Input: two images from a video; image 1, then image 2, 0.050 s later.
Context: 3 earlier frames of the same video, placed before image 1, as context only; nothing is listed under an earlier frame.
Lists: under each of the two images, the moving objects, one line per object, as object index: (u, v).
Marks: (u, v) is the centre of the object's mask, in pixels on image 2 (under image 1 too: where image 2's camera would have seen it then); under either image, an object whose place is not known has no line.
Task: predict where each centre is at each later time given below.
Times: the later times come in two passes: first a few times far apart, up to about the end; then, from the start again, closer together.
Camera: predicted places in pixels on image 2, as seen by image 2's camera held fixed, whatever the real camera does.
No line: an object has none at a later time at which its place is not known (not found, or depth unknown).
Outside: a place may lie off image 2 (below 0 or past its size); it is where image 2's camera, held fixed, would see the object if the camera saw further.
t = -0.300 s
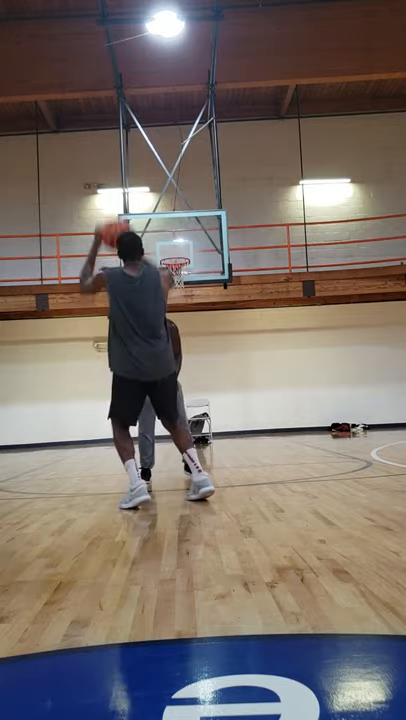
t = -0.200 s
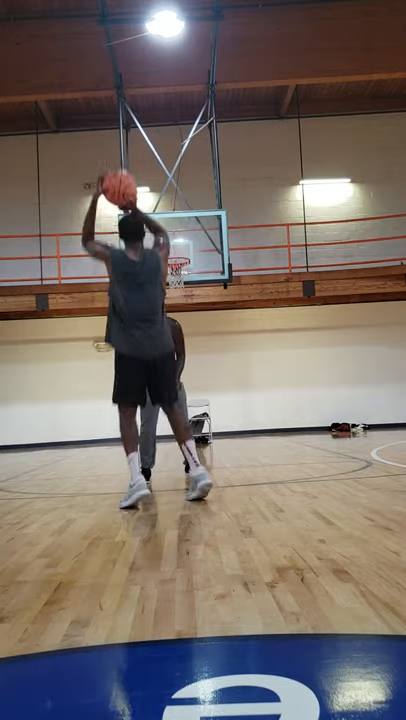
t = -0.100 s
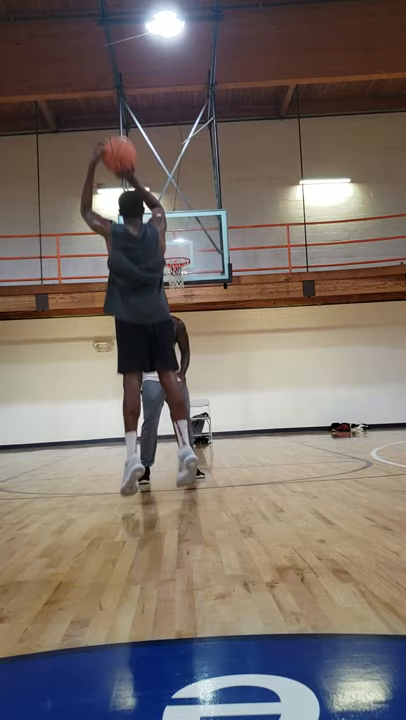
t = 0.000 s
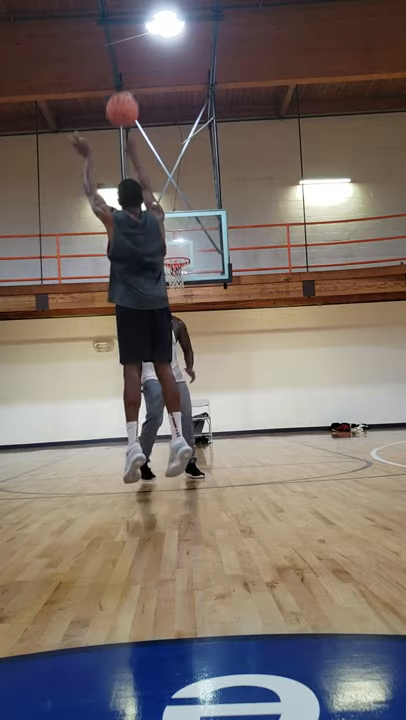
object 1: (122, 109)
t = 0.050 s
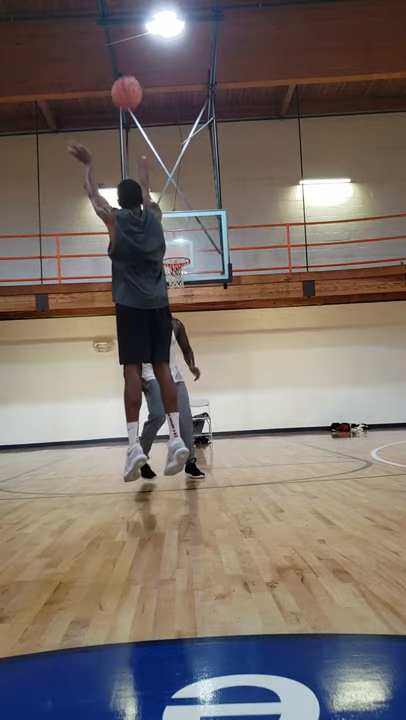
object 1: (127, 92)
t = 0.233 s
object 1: (140, 67)
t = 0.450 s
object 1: (153, 83)
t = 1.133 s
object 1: (167, 268)
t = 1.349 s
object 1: (174, 269)
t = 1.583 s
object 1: (182, 276)
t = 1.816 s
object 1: (177, 298)
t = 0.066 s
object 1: (128, 88)
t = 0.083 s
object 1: (129, 84)
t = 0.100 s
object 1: (131, 81)
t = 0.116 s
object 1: (132, 79)
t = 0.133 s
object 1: (133, 76)
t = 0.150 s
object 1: (134, 73)
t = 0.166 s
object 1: (135, 72)
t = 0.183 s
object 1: (136, 71)
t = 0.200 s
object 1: (137, 69)
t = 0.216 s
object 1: (139, 68)
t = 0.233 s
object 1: (140, 67)
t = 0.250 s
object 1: (141, 67)
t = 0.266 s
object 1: (142, 68)
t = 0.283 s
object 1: (143, 68)
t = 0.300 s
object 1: (144, 68)
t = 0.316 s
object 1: (145, 69)
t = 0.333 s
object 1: (146, 70)
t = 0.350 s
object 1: (147, 71)
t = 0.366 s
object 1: (148, 72)
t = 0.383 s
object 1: (149, 75)
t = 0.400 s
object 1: (150, 76)
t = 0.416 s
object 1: (151, 78)
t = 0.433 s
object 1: (152, 80)
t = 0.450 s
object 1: (153, 83)
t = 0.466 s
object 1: (153, 85)
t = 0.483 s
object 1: (154, 88)
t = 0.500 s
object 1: (155, 92)
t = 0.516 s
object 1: (156, 95)
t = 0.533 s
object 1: (157, 98)
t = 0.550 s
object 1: (158, 101)
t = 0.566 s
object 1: (158, 105)
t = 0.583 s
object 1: (160, 109)
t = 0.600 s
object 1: (160, 113)
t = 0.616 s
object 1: (161, 116)
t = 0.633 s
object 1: (162, 119)
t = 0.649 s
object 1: (163, 124)
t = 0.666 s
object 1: (164, 128)
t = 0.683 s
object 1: (165, 133)
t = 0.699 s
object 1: (166, 137)
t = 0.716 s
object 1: (167, 142)
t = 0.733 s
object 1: (167, 147)
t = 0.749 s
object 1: (167, 152)
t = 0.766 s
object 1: (169, 157)
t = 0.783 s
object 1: (169, 162)
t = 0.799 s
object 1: (170, 168)
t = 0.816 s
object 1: (172, 172)
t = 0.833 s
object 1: (172, 179)
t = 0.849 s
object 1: (173, 184)
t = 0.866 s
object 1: (174, 189)
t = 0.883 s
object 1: (174, 194)
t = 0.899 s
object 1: (174, 200)
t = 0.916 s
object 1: (175, 206)
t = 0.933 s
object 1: (176, 212)
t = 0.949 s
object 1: (177, 218)
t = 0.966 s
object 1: (178, 224)
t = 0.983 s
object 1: (179, 230)
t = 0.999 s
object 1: (179, 236)
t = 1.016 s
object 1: (180, 243)
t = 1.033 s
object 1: (181, 249)
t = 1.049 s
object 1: (181, 255)
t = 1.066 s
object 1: (180, 256)
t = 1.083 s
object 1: (178, 264)
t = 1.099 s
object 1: (173, 265)
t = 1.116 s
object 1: (172, 267)
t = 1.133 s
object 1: (167, 268)
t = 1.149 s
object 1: (167, 269)
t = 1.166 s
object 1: (167, 270)
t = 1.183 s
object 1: (166, 270)
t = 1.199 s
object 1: (166, 271)
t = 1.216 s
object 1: (167, 270)
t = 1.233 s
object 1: (167, 270)
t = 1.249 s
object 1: (167, 270)
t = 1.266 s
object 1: (168, 269)
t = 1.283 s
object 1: (168, 269)
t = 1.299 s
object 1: (172, 269)
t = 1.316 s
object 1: (173, 269)
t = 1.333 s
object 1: (174, 269)
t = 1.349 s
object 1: (174, 269)
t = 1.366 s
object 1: (175, 269)
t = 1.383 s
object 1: (176, 269)
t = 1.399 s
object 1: (177, 269)
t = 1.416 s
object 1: (178, 268)
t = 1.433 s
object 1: (179, 269)
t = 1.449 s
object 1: (179, 269)
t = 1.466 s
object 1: (180, 269)
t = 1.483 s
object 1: (180, 270)
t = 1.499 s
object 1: (180, 271)
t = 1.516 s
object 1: (182, 272)
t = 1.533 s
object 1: (182, 273)
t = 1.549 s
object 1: (182, 273)
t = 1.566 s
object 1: (181, 273)
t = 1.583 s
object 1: (182, 276)
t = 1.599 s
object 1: (183, 278)
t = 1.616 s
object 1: (184, 279)
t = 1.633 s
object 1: (184, 280)
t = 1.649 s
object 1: (184, 281)
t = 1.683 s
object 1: (183, 284)
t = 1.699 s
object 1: (182, 286)
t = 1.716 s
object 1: (181, 288)
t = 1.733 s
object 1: (180, 288)
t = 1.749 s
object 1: (179, 291)
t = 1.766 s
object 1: (179, 292)
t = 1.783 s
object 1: (178, 293)
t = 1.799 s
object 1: (177, 296)
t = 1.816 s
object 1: (177, 298)
